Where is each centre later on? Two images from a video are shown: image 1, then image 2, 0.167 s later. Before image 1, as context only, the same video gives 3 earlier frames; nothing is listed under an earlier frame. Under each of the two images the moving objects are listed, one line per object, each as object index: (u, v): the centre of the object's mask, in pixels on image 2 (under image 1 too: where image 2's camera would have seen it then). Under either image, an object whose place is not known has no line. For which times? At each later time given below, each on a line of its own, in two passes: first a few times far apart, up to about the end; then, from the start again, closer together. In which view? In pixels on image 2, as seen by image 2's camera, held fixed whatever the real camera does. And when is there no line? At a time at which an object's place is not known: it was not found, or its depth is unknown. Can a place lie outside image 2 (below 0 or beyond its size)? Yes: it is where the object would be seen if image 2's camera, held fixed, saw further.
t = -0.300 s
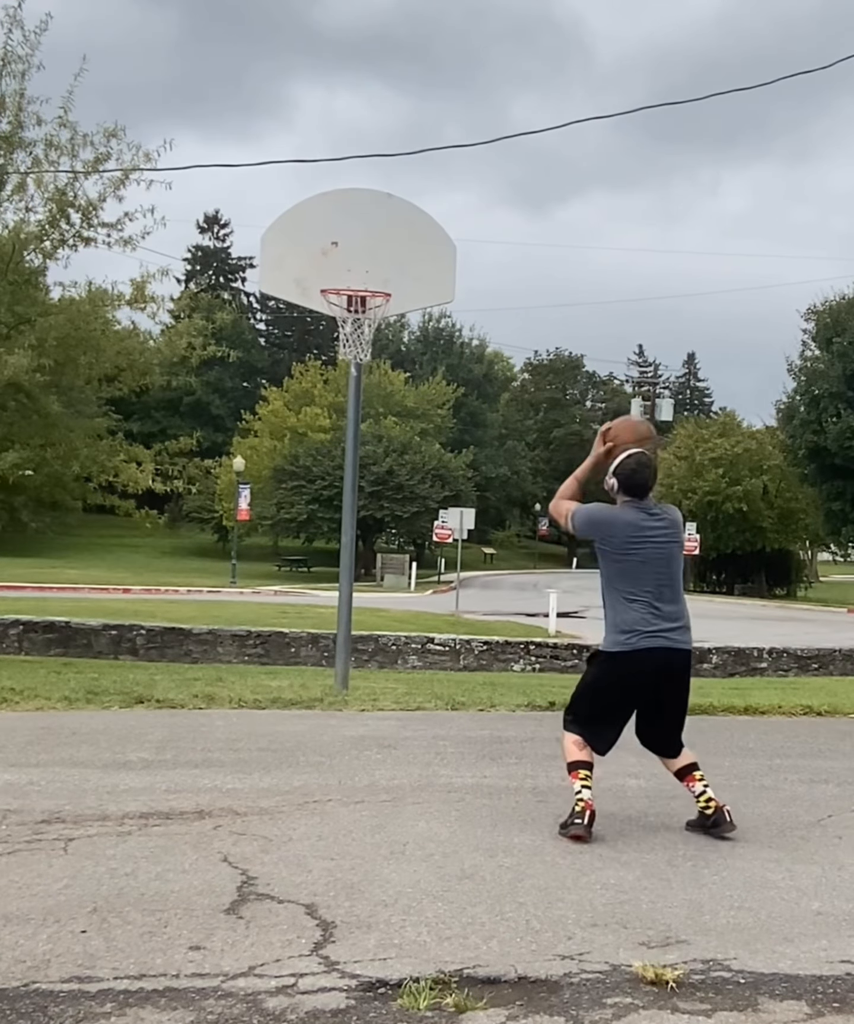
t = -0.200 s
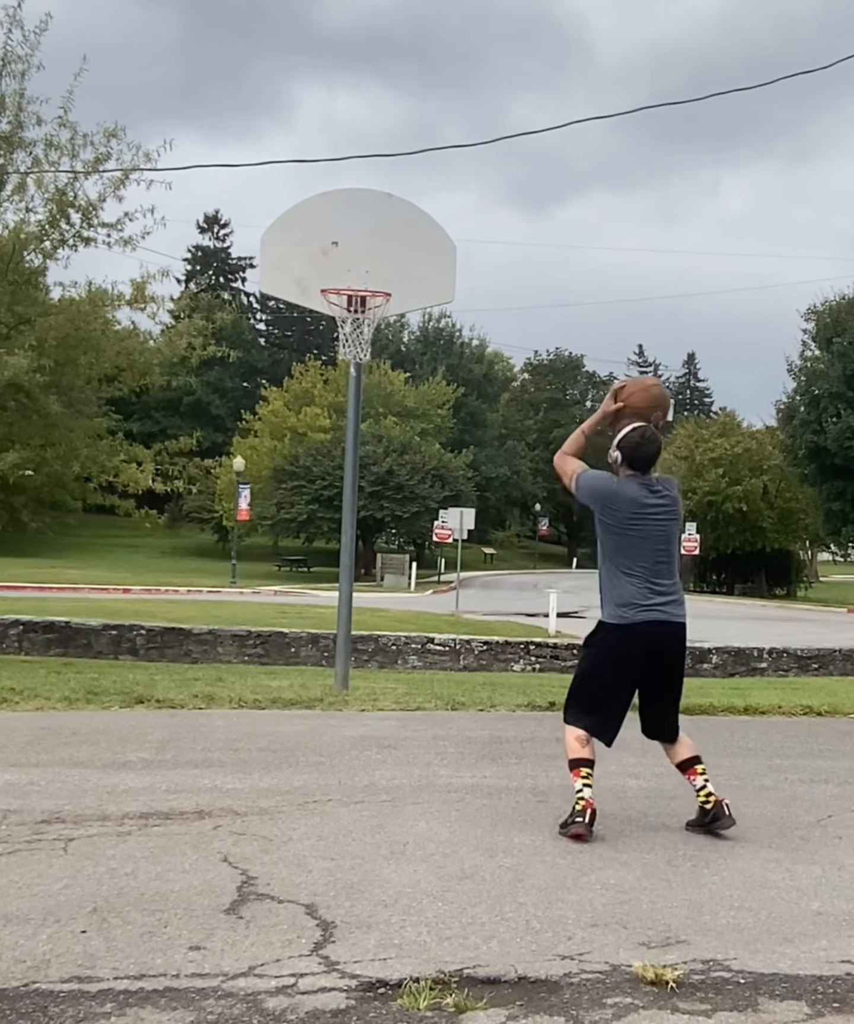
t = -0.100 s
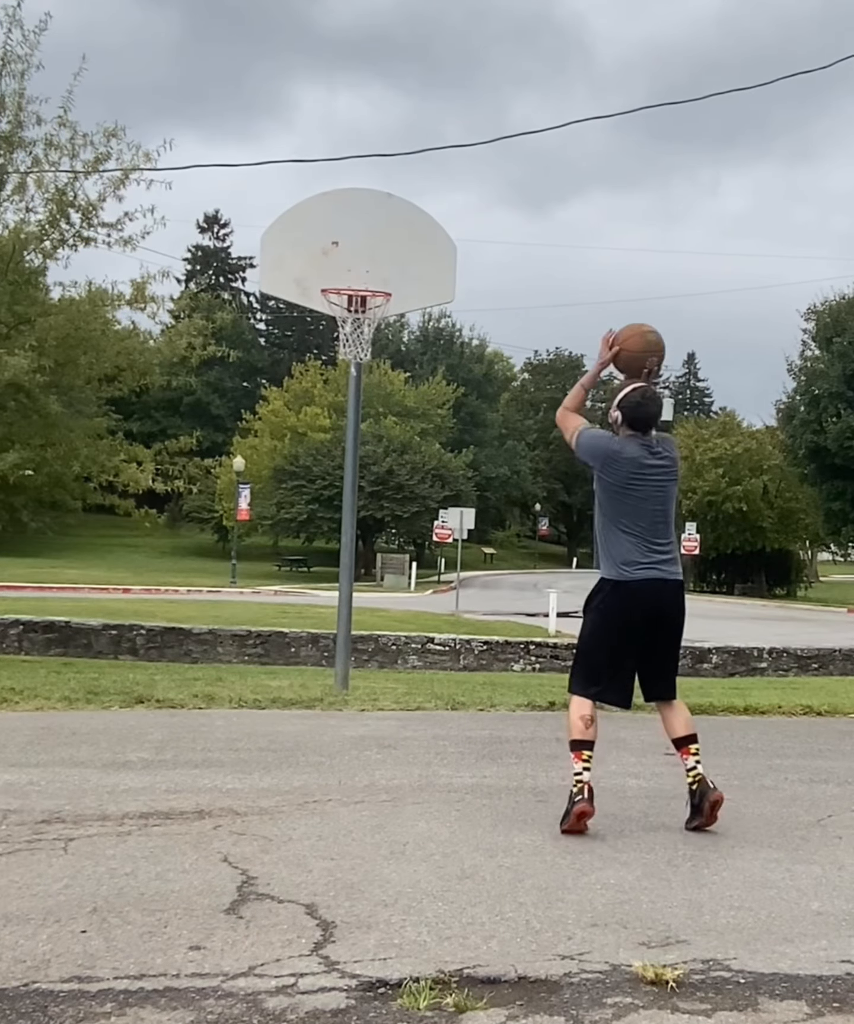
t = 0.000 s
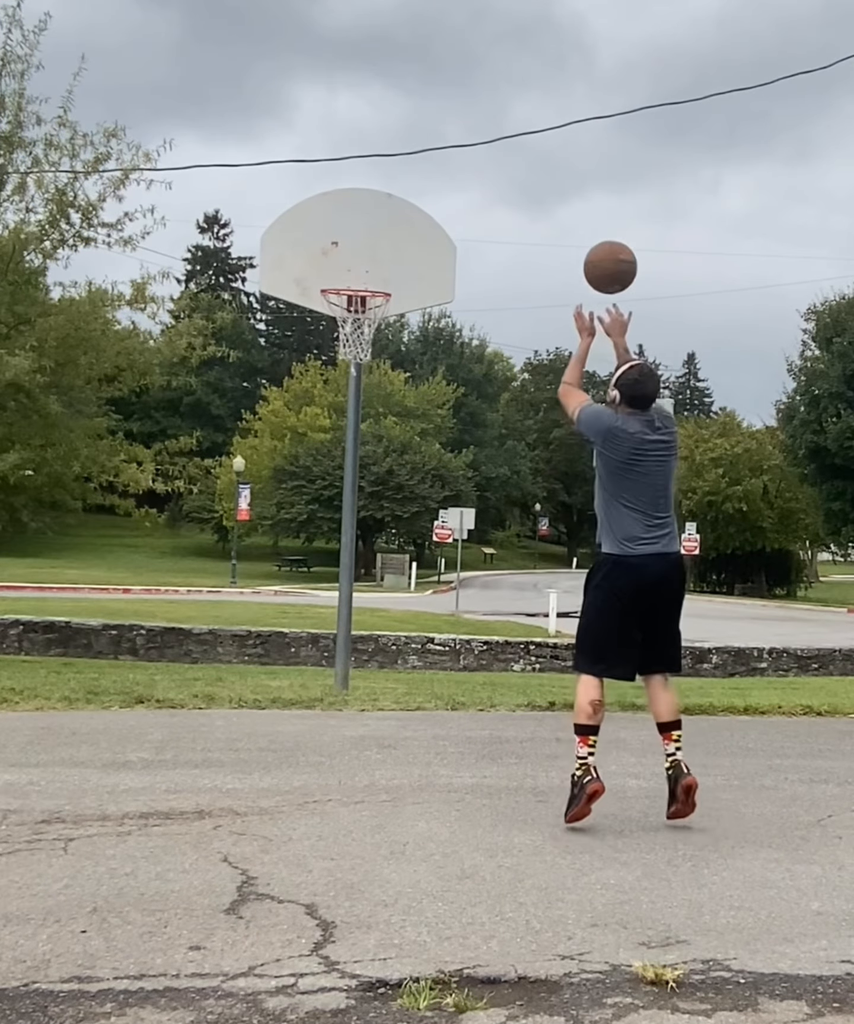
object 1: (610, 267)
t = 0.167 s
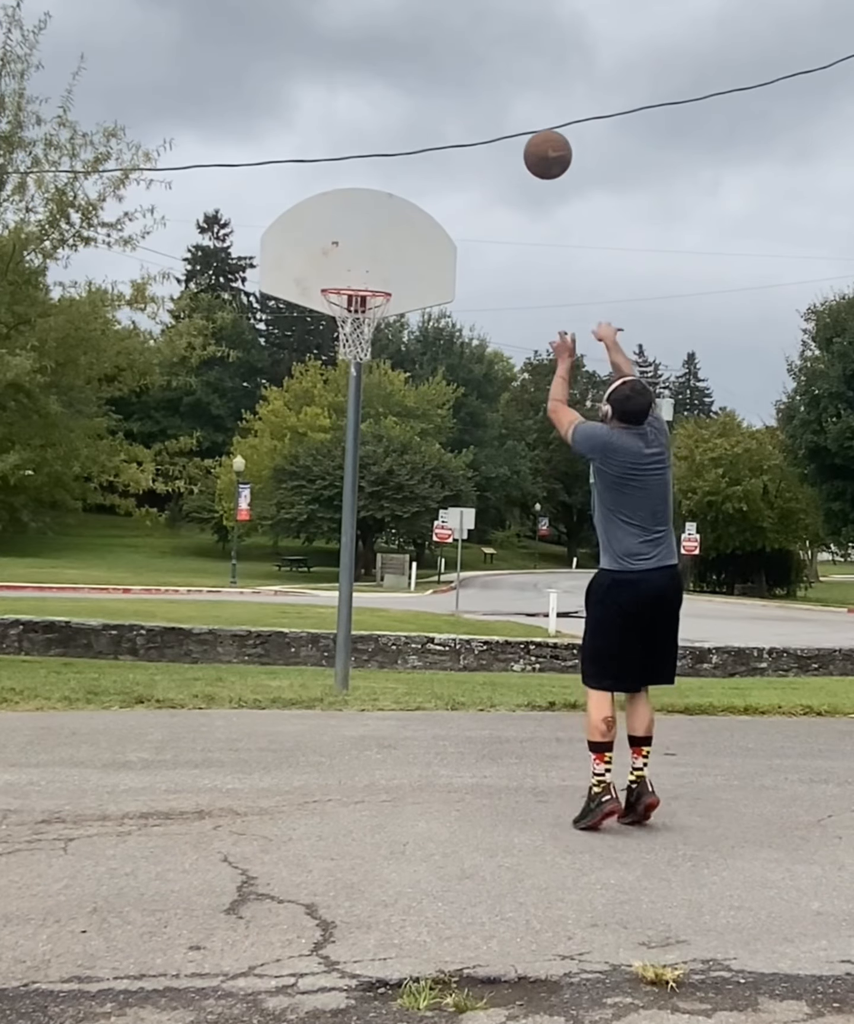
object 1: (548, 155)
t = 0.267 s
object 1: (514, 122)
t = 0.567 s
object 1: (429, 138)
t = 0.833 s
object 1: (368, 259)
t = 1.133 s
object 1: (339, 354)
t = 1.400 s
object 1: (332, 470)
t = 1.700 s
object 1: (320, 685)
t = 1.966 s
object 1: (341, 563)
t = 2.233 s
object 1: (359, 536)
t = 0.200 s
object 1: (537, 141)
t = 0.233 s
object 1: (525, 130)
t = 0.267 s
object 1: (514, 122)
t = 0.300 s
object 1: (504, 116)
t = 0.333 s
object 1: (494, 113)
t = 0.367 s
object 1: (484, 111)
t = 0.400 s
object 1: (474, 111)
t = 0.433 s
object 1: (465, 113)
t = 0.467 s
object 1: (456, 117)
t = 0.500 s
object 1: (447, 123)
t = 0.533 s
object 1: (438, 130)
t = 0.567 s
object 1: (429, 138)
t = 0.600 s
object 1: (421, 149)
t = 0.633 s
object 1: (413, 161)
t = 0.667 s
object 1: (405, 174)
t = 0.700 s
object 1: (397, 189)
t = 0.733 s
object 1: (390, 204)
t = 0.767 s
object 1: (382, 222)
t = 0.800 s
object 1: (375, 240)
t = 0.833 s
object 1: (368, 259)
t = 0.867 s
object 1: (361, 278)
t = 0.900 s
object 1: (354, 301)
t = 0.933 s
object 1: (346, 316)
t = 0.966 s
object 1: (345, 338)
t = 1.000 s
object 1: (342, 332)
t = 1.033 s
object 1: (342, 333)
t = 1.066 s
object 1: (340, 339)
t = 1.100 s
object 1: (340, 345)
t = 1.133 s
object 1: (339, 354)
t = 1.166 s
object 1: (339, 362)
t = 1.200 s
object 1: (337, 374)
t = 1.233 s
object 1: (337, 386)
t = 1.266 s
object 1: (336, 400)
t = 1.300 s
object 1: (335, 415)
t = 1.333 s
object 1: (334, 432)
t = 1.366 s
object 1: (333, 450)
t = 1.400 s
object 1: (332, 470)
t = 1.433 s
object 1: (331, 491)
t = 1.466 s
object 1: (328, 514)
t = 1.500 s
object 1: (327, 538)
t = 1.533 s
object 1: (326, 563)
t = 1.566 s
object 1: (325, 590)
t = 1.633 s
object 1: (321, 648)
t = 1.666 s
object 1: (320, 678)
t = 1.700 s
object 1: (320, 685)
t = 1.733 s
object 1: (323, 664)
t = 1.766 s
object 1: (325, 646)
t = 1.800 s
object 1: (328, 629)
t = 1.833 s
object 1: (330, 614)
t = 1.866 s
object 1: (333, 598)
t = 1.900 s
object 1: (336, 584)
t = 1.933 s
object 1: (339, 573)
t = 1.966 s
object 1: (341, 563)
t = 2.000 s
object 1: (344, 555)
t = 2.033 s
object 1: (347, 547)
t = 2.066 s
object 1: (349, 542)
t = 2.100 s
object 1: (351, 538)
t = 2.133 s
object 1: (353, 536)
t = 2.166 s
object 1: (355, 534)
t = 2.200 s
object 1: (357, 534)
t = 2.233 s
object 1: (359, 536)
